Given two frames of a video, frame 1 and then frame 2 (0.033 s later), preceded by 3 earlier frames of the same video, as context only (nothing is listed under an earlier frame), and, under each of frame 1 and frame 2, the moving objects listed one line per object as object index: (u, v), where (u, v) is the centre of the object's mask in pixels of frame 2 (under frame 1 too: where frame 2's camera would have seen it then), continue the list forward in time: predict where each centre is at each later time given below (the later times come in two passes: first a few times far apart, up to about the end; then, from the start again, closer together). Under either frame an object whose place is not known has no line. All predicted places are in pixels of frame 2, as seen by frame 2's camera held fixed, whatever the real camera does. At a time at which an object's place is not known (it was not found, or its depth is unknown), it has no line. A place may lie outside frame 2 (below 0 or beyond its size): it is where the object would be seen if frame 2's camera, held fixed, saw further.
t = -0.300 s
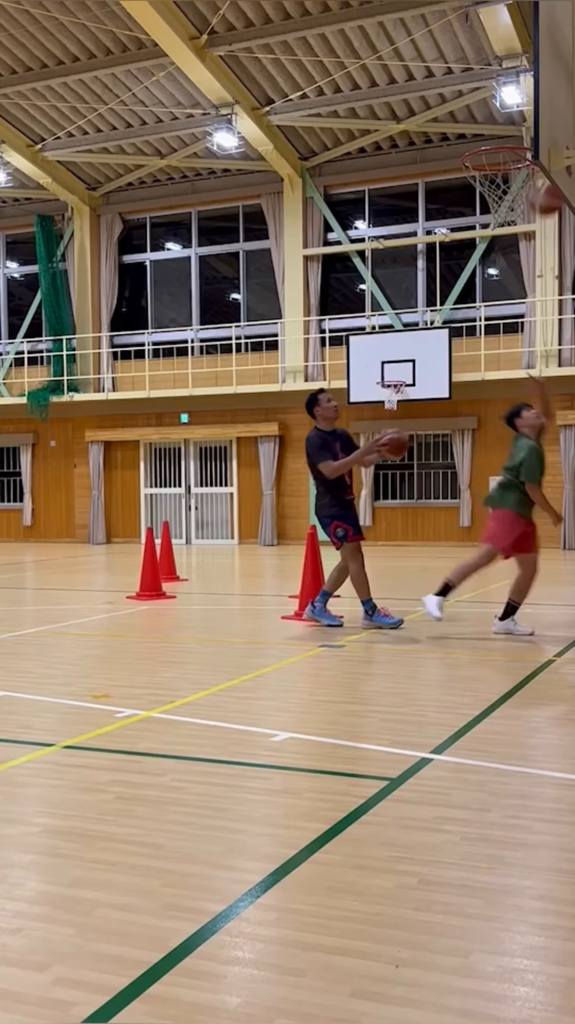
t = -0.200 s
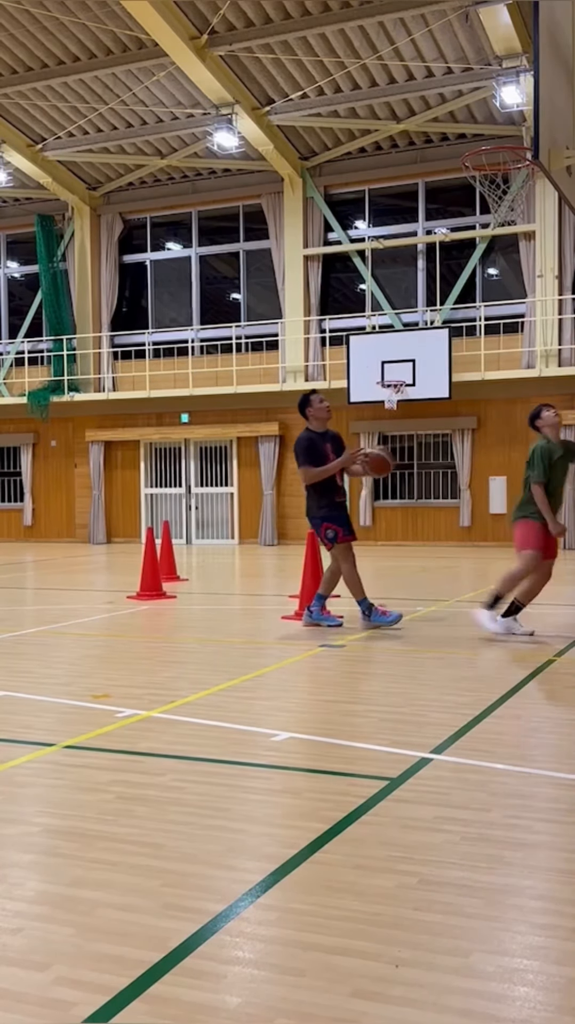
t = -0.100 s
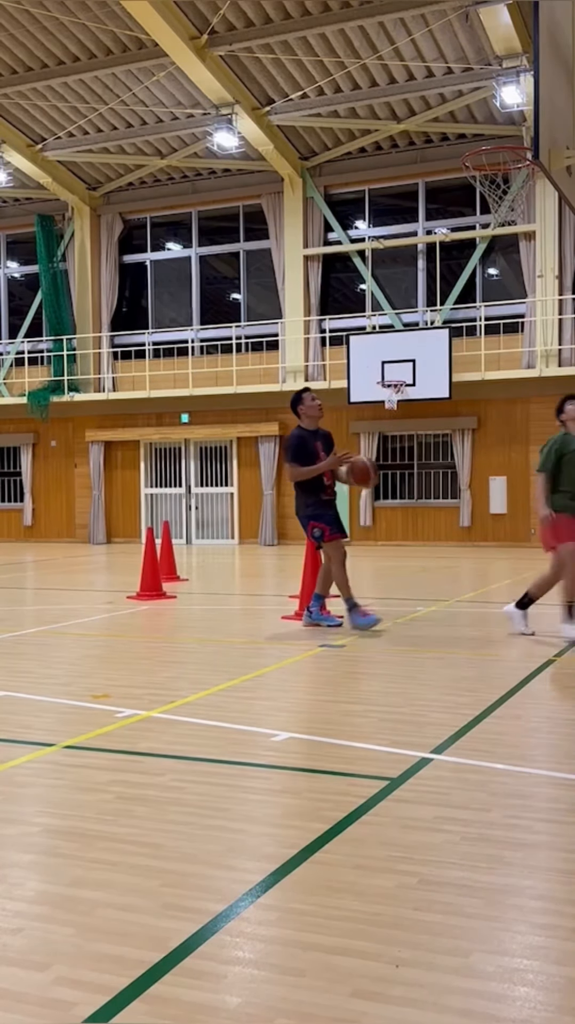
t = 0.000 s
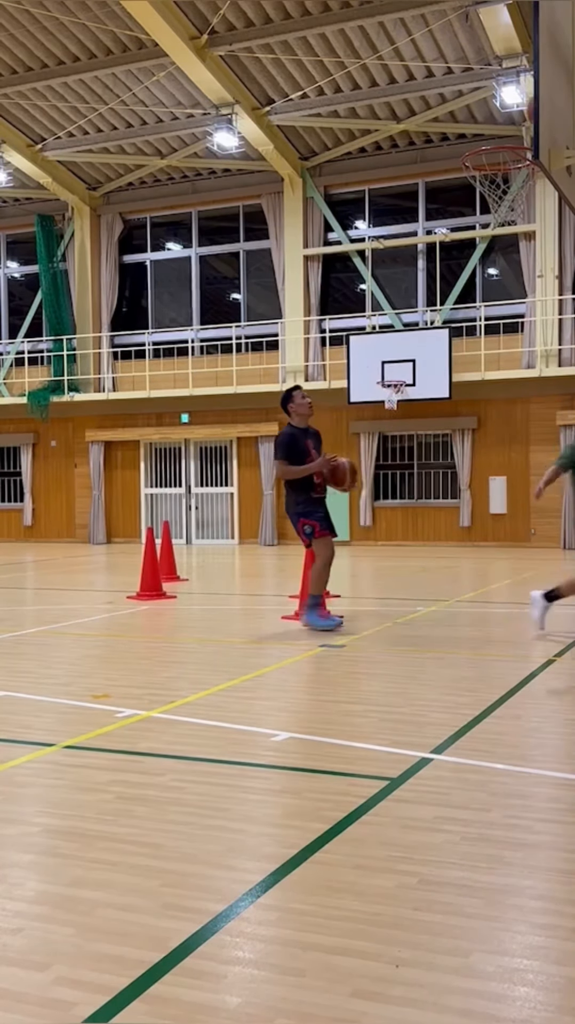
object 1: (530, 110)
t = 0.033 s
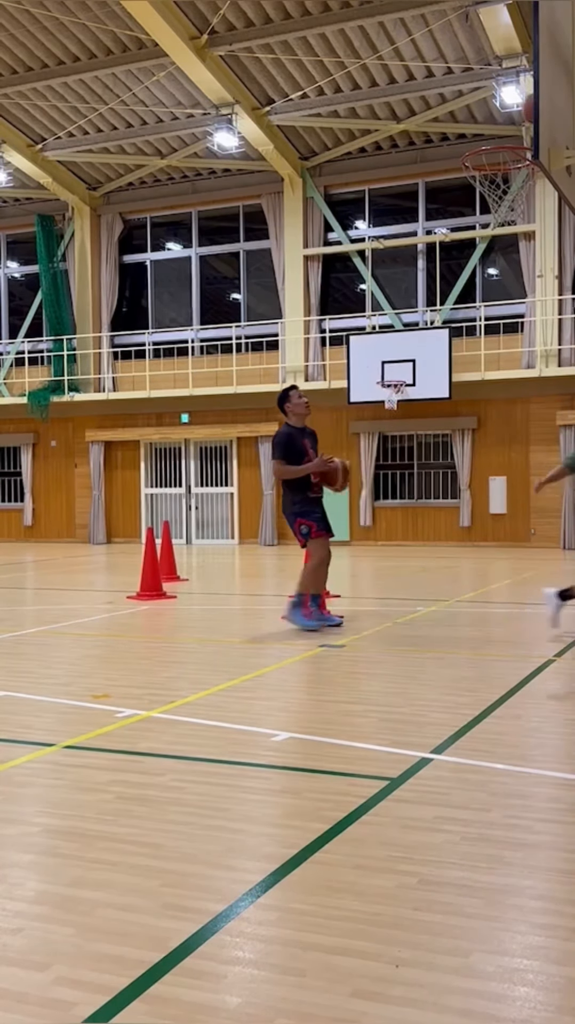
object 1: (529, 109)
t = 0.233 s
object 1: (506, 135)
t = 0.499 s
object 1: (488, 225)
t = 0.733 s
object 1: (494, 348)
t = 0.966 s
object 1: (498, 553)
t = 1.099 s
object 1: (512, 593)
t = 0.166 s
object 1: (517, 123)
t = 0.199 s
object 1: (513, 130)
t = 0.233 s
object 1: (506, 135)
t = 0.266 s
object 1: (500, 152)
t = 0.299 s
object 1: (496, 166)
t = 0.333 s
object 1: (490, 180)
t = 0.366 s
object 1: (486, 193)
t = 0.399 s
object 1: (485, 198)
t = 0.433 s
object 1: (486, 206)
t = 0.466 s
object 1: (487, 214)
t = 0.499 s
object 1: (488, 225)
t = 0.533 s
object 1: (489, 238)
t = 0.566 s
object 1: (490, 252)
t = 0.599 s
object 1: (491, 267)
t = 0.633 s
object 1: (491, 284)
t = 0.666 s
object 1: (492, 304)
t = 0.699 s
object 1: (493, 325)
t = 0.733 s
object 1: (494, 348)
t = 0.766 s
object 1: (495, 372)
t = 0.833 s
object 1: (496, 425)
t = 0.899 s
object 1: (497, 486)
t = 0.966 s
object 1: (498, 553)
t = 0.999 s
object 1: (499, 589)
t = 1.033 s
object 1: (500, 627)
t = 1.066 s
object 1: (505, 622)
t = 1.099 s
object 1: (512, 593)
